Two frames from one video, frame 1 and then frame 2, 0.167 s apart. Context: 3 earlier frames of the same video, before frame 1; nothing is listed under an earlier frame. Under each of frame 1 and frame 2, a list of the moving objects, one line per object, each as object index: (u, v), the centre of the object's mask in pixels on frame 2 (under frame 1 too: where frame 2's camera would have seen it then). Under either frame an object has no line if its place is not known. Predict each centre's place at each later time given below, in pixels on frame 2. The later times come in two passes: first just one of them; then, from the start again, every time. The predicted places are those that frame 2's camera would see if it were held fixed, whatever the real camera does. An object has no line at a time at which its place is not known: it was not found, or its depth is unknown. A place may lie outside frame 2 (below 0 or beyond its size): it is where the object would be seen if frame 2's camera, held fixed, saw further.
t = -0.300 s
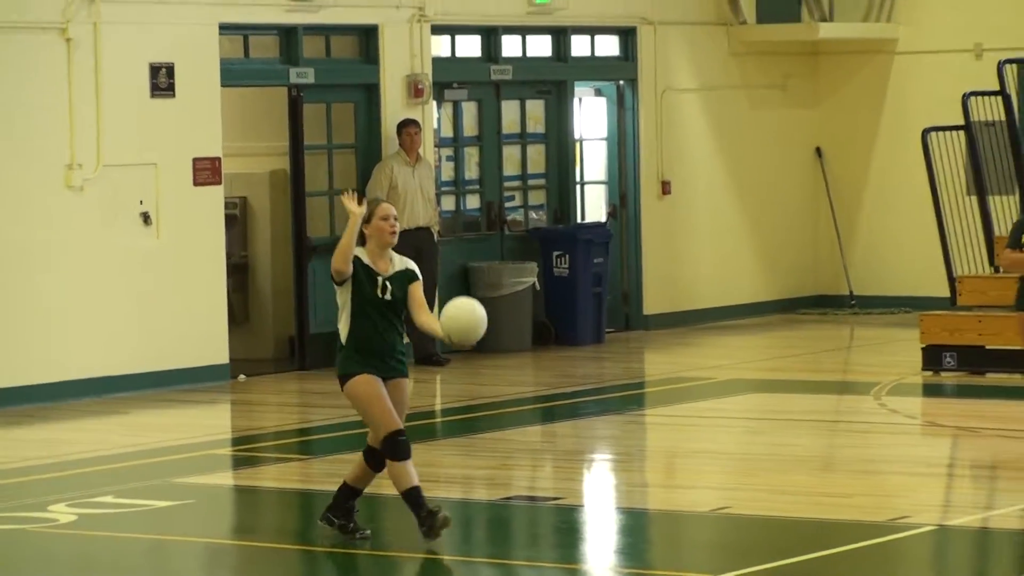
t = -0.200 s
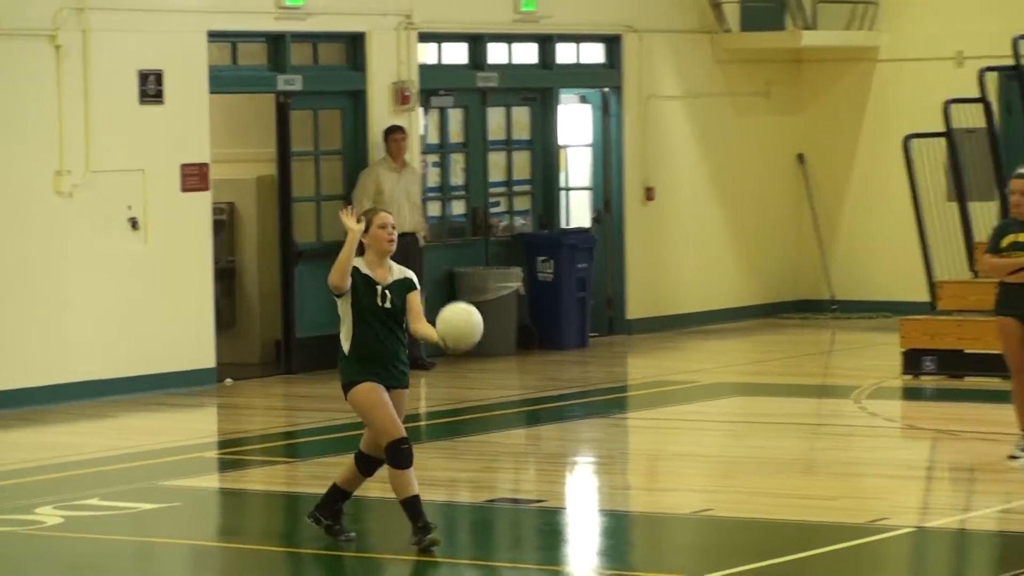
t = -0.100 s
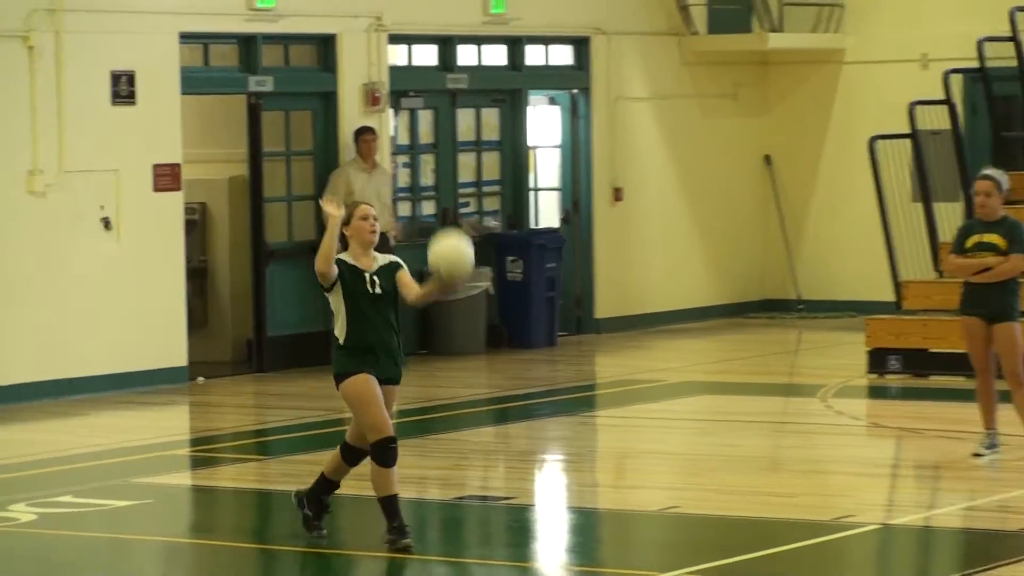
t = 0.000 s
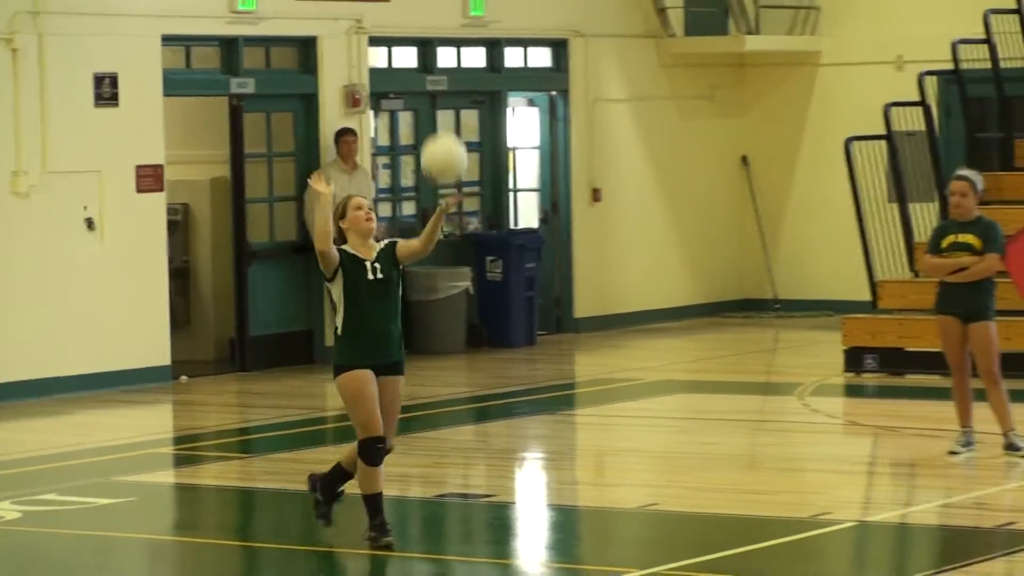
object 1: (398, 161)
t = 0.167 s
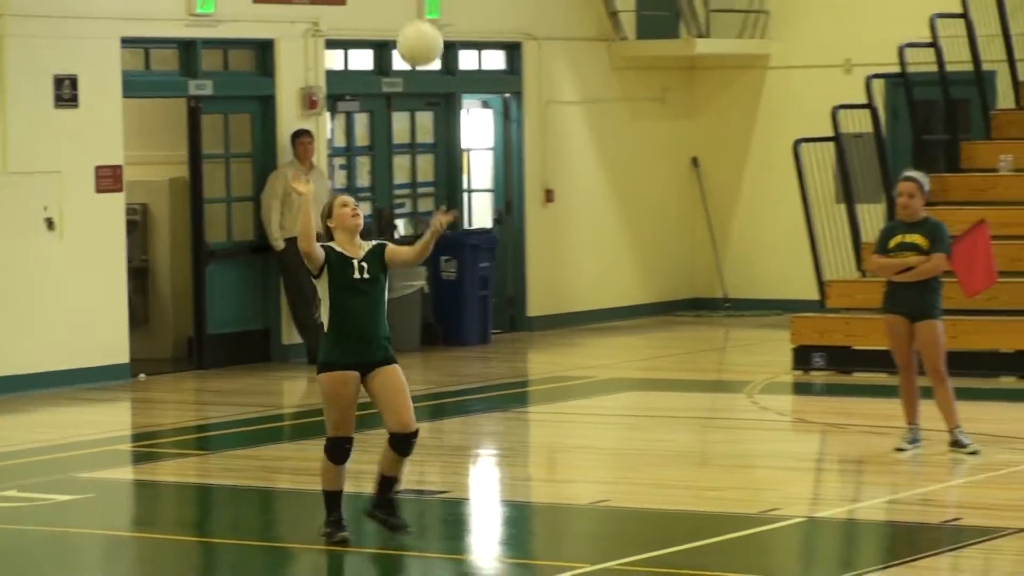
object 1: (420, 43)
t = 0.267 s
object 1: (434, 10)
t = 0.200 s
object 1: (424, 28)
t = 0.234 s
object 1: (428, 15)
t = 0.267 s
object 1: (434, 10)
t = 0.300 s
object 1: (436, 3)
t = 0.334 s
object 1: (440, -2)
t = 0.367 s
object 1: (445, -5)
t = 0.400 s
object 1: (450, -8)
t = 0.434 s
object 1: (454, -9)
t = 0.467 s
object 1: (460, -9)
